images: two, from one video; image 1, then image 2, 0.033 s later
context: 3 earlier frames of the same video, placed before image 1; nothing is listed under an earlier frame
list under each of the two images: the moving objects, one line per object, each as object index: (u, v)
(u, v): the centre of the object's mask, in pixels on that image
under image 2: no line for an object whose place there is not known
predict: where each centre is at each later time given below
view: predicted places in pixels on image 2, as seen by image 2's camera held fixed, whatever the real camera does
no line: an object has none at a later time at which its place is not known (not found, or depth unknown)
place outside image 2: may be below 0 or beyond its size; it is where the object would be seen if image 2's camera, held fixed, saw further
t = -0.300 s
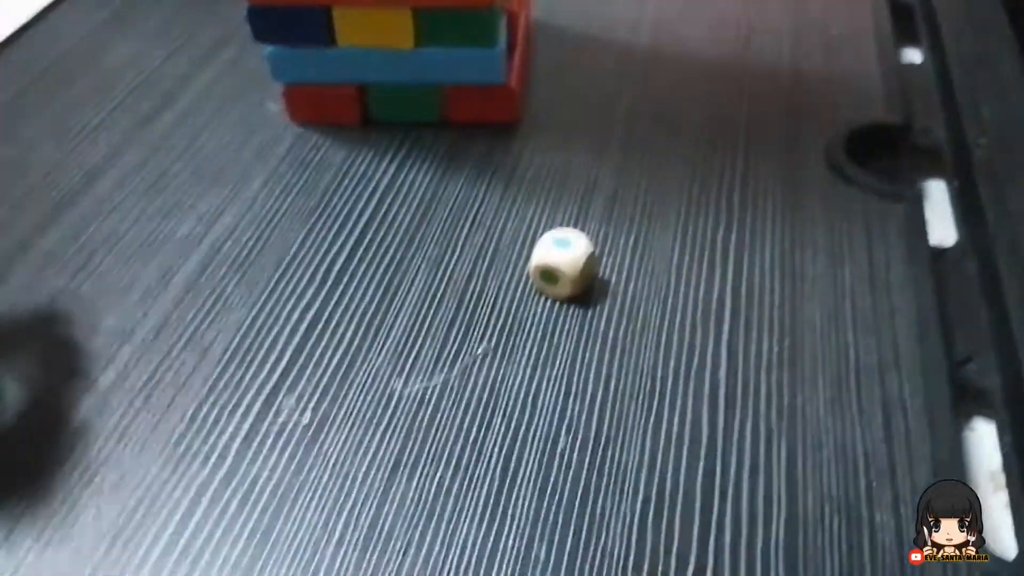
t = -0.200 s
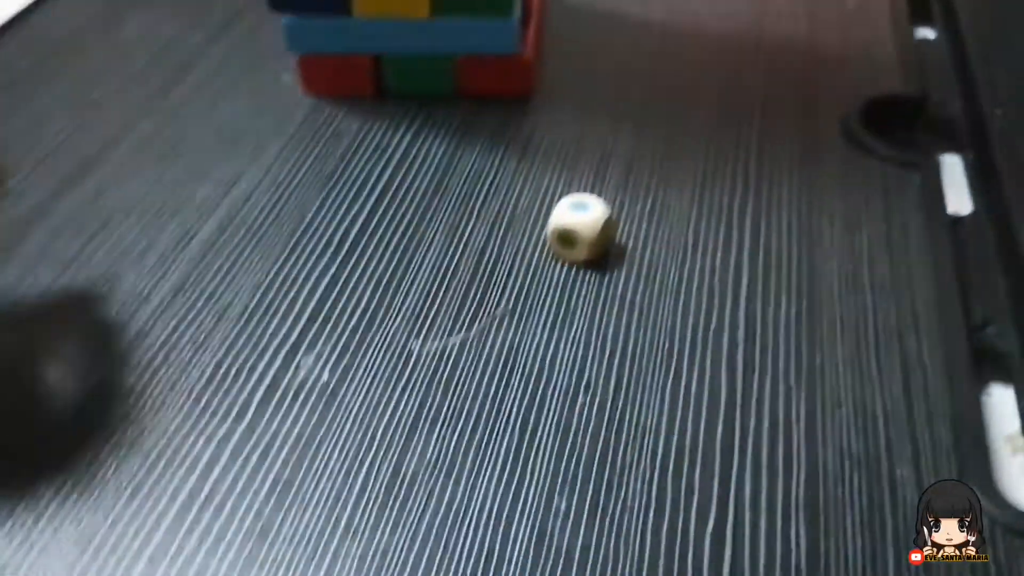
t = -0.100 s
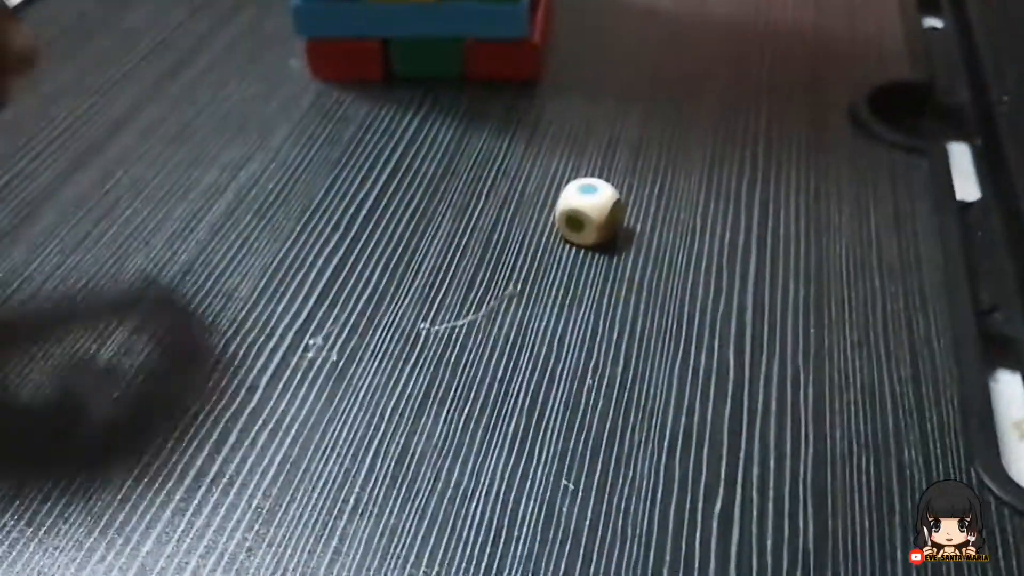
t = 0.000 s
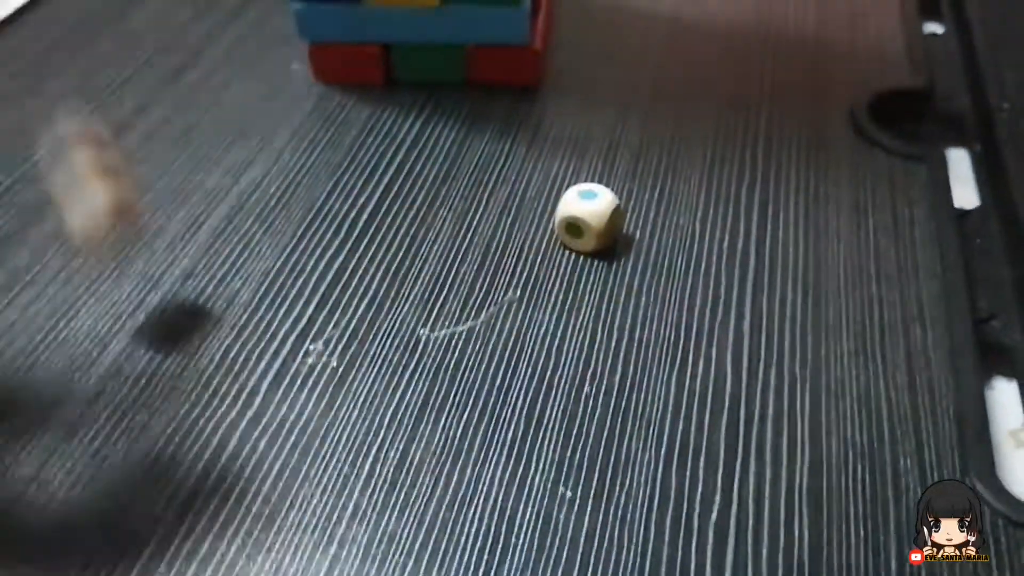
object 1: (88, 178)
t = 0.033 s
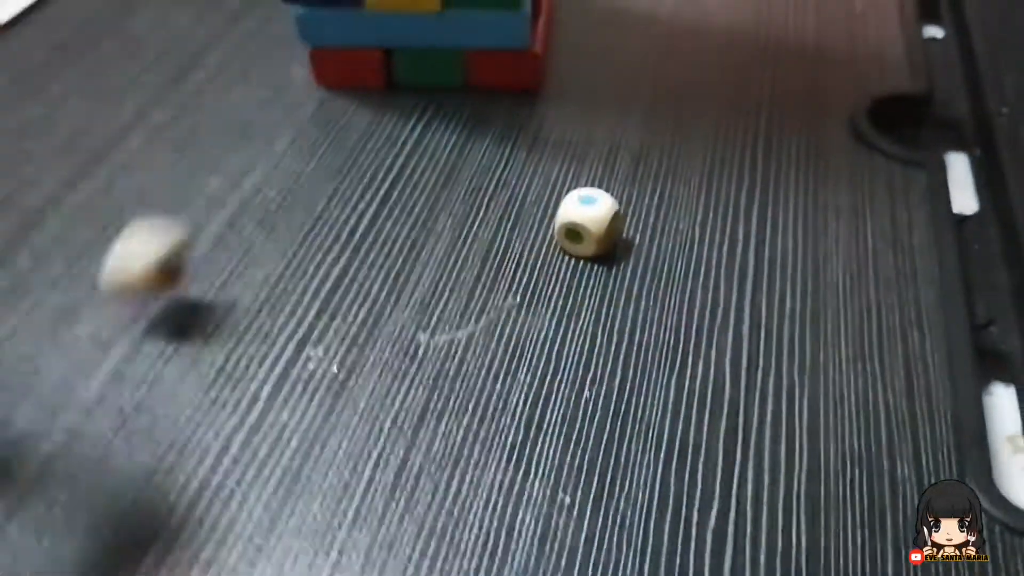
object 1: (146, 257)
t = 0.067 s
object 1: (181, 208)
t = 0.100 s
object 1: (224, 191)
